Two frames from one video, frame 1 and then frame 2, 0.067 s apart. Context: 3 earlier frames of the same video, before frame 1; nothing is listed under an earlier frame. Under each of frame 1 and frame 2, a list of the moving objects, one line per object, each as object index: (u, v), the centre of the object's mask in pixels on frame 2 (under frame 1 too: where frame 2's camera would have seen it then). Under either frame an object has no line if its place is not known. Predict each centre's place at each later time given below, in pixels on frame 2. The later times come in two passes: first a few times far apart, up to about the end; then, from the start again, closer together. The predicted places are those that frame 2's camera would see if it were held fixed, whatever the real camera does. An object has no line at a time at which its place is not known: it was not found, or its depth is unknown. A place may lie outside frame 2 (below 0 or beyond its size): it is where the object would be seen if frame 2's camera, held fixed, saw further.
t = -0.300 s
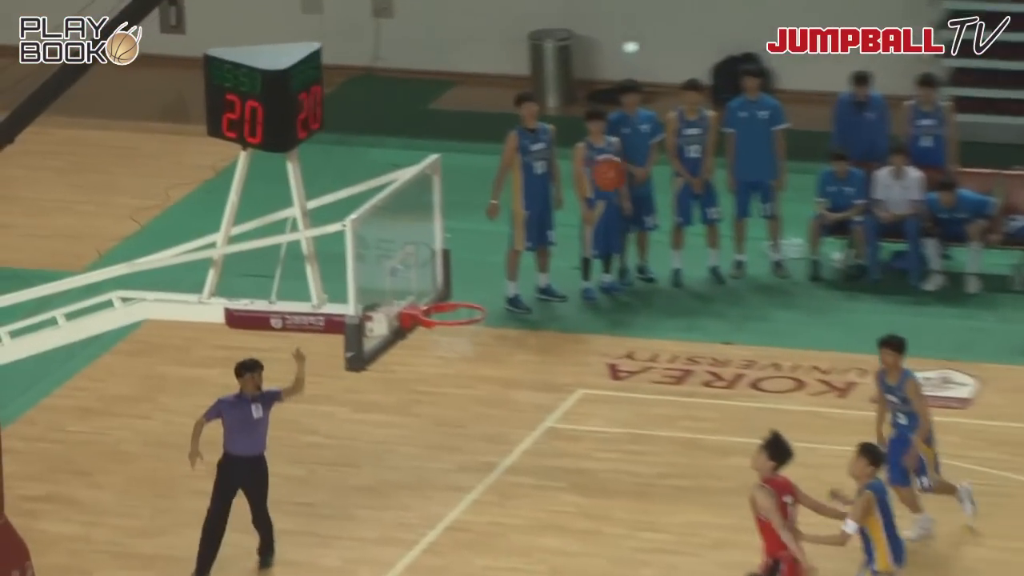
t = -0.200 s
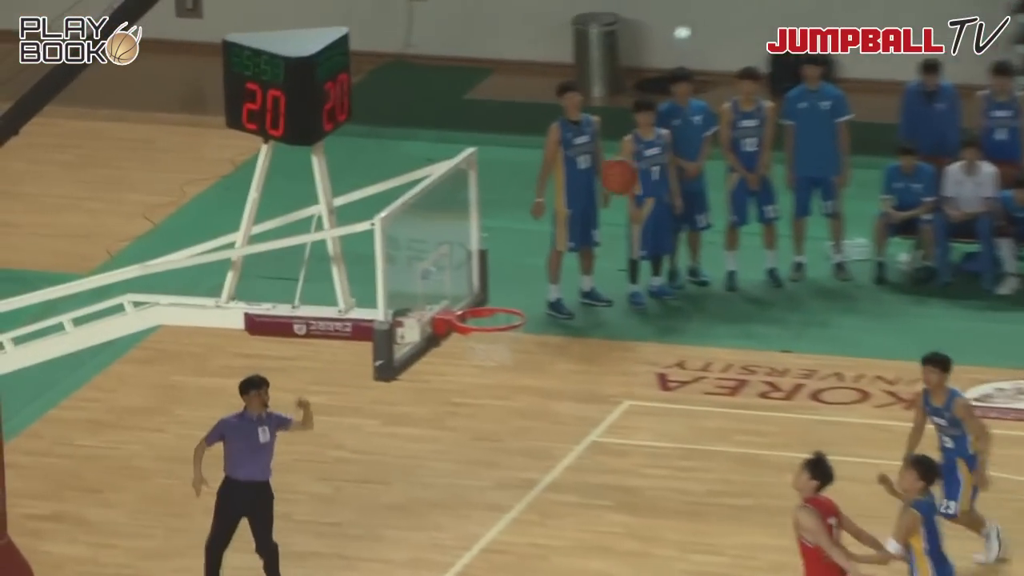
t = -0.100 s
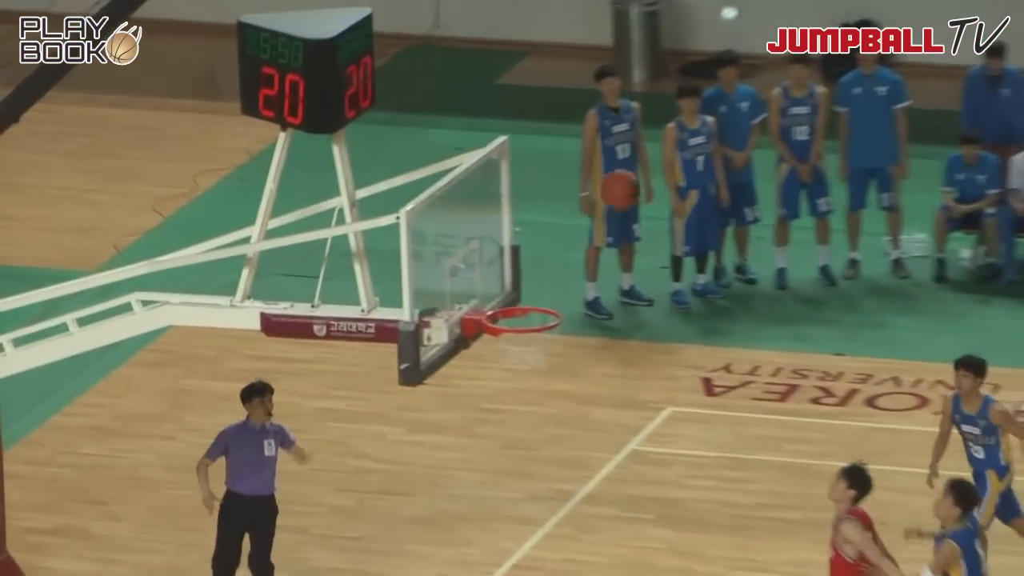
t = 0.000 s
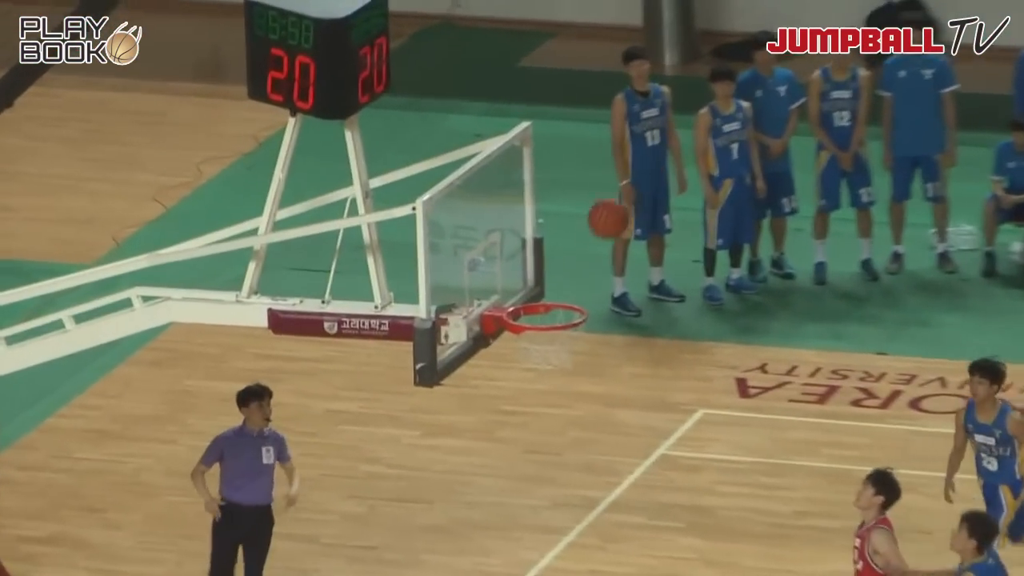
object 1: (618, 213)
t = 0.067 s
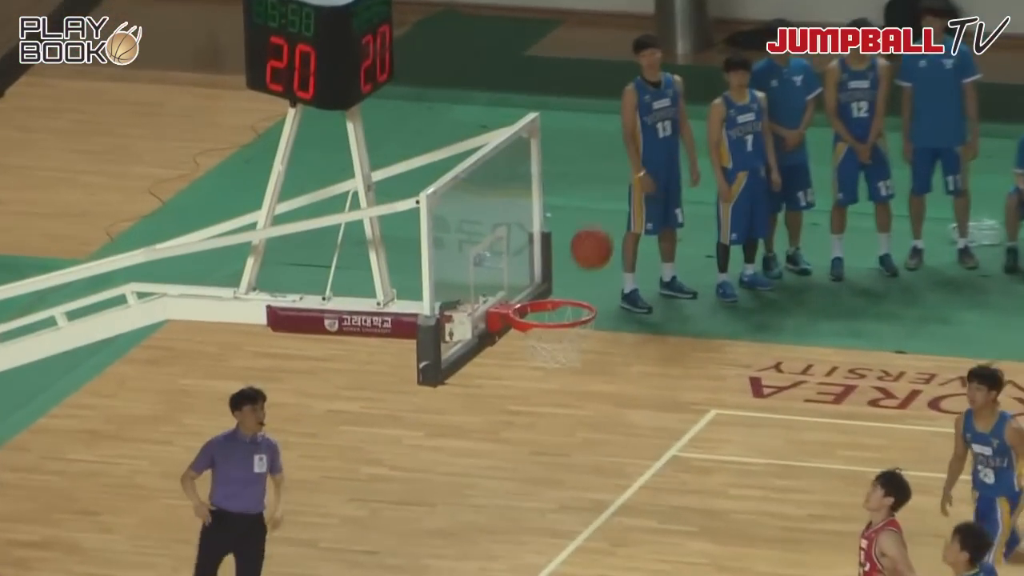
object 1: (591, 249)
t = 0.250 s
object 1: (542, 347)
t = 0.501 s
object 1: (621, 412)
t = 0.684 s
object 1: (679, 520)
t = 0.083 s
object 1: (585, 258)
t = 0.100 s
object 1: (578, 268)
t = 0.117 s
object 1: (572, 278)
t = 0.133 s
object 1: (566, 289)
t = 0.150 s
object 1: (561, 300)
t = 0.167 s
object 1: (554, 308)
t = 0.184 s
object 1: (548, 319)
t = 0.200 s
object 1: (540, 335)
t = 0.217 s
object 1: (535, 343)
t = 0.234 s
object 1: (537, 345)
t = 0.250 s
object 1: (542, 347)
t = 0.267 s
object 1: (547, 349)
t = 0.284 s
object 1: (553, 351)
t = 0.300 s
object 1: (559, 353)
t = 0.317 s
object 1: (564, 356)
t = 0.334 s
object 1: (570, 359)
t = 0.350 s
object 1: (575, 363)
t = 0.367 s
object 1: (580, 366)
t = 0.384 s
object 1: (585, 370)
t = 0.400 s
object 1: (590, 375)
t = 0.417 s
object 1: (595, 381)
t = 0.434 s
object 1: (601, 387)
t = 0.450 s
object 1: (606, 392)
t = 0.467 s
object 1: (611, 399)
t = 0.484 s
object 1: (616, 405)
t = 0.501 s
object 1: (621, 412)
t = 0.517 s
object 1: (626, 420)
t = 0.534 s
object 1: (632, 428)
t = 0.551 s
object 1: (637, 437)
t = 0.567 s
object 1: (642, 445)
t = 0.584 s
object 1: (647, 455)
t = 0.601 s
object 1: (652, 465)
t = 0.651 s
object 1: (667, 497)
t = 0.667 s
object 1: (673, 509)
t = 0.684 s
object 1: (679, 520)
